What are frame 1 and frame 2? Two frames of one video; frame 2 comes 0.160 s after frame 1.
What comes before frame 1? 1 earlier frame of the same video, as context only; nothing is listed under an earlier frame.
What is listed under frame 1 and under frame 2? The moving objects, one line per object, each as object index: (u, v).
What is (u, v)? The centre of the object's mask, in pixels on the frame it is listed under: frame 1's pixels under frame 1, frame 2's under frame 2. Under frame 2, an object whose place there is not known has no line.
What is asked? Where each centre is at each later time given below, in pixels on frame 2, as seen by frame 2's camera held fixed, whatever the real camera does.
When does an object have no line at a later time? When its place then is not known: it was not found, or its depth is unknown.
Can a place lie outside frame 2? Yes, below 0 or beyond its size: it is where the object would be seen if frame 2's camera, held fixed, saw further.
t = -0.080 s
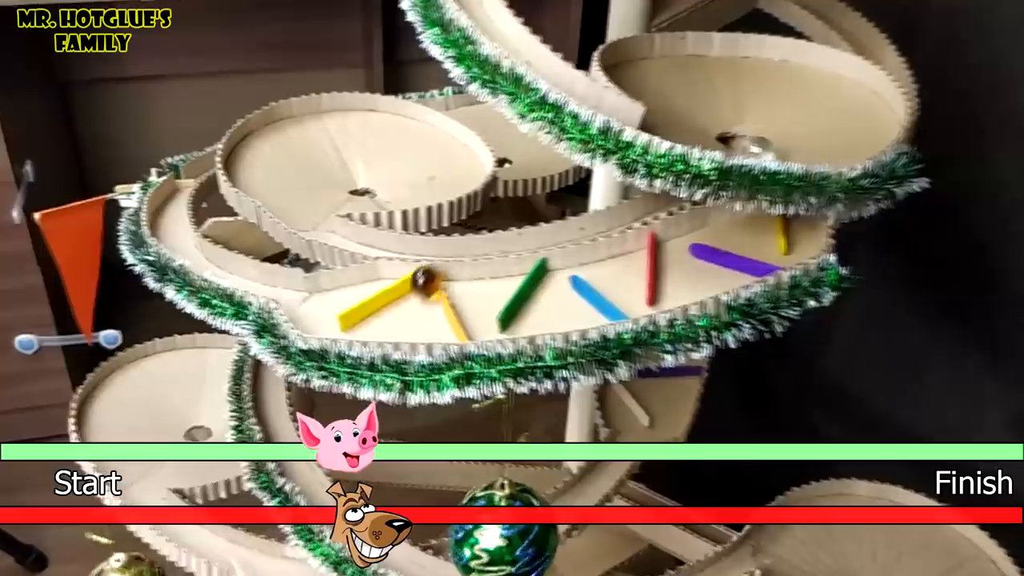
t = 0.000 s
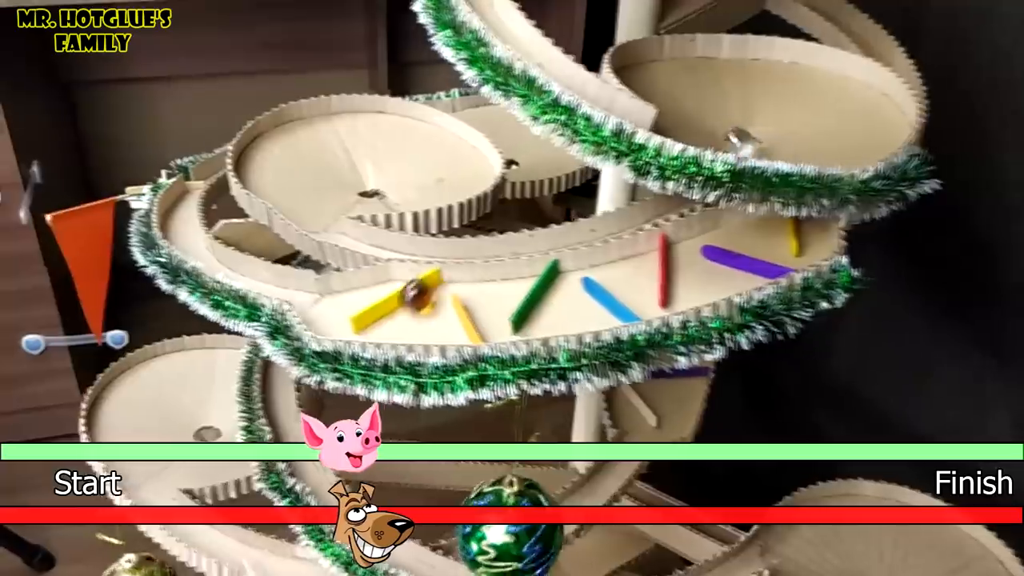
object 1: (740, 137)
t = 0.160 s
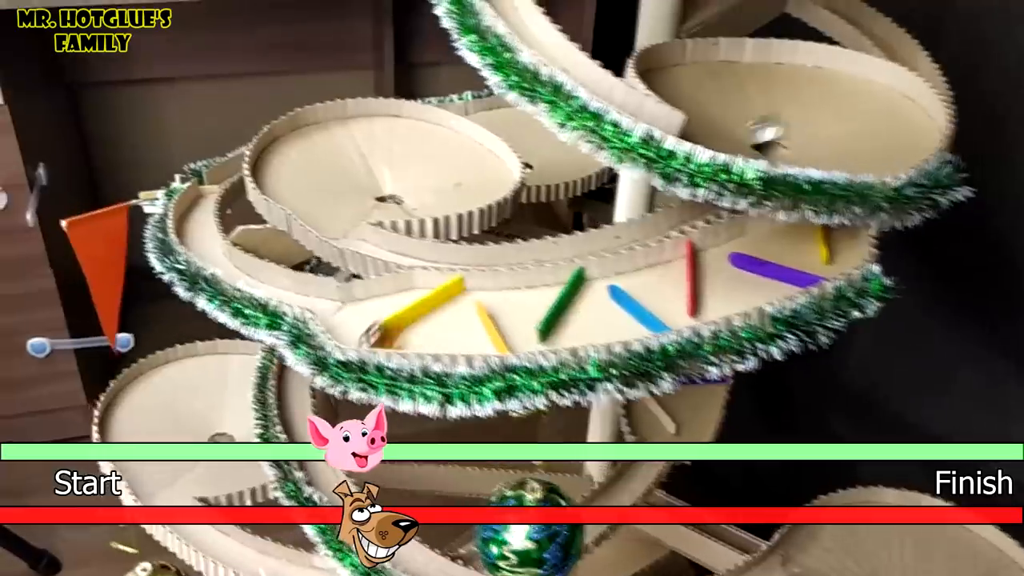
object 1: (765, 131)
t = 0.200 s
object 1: (779, 125)
